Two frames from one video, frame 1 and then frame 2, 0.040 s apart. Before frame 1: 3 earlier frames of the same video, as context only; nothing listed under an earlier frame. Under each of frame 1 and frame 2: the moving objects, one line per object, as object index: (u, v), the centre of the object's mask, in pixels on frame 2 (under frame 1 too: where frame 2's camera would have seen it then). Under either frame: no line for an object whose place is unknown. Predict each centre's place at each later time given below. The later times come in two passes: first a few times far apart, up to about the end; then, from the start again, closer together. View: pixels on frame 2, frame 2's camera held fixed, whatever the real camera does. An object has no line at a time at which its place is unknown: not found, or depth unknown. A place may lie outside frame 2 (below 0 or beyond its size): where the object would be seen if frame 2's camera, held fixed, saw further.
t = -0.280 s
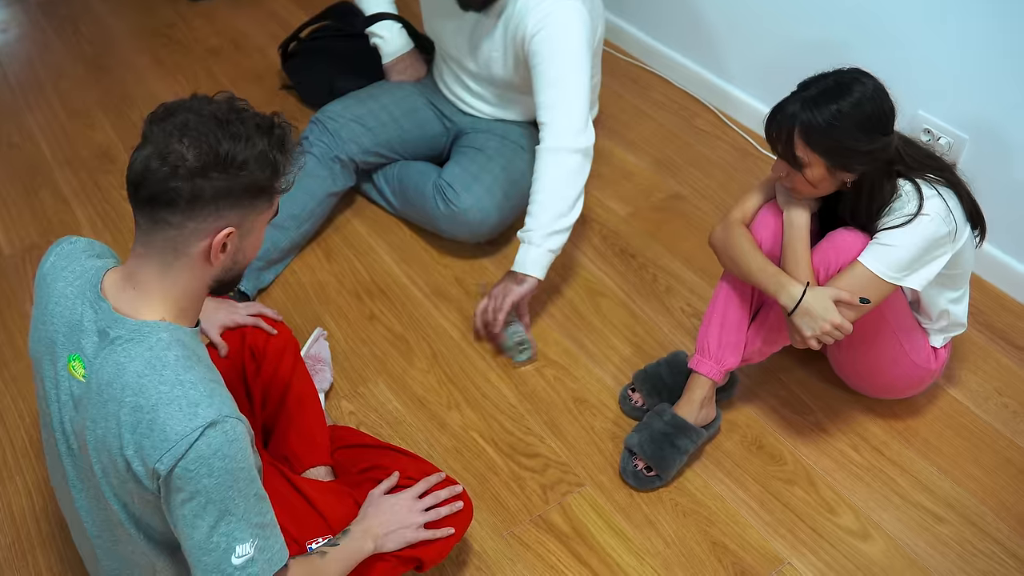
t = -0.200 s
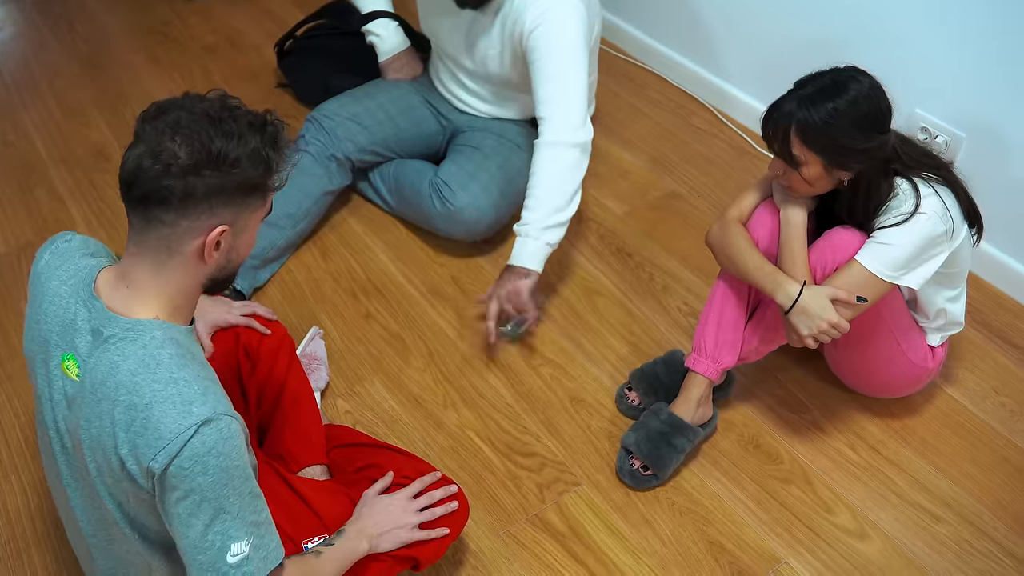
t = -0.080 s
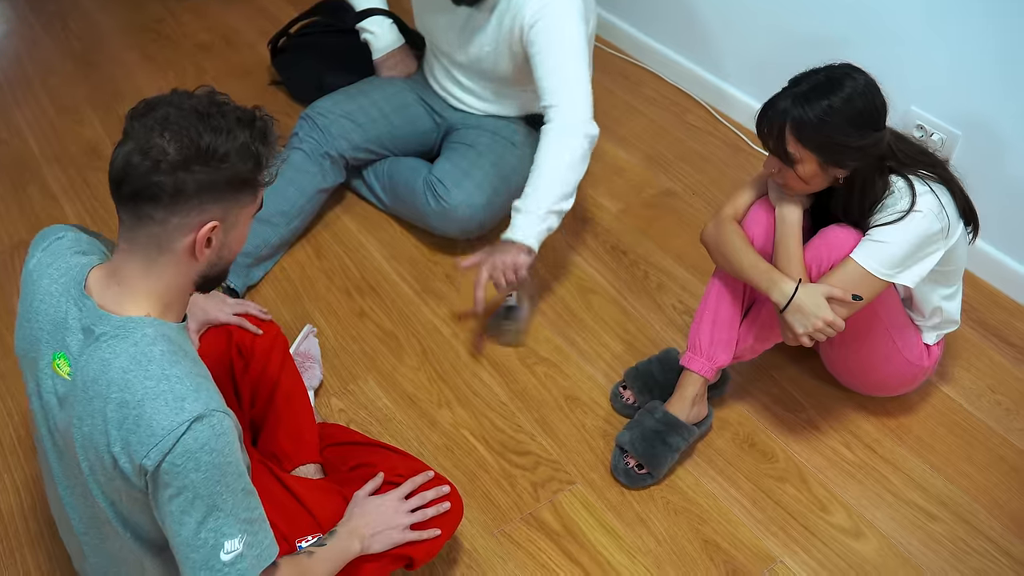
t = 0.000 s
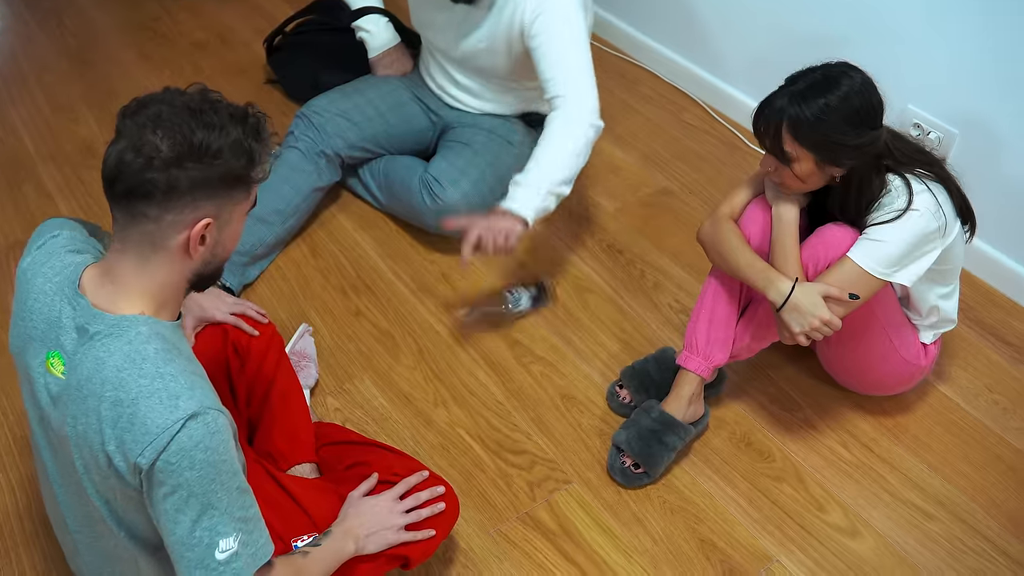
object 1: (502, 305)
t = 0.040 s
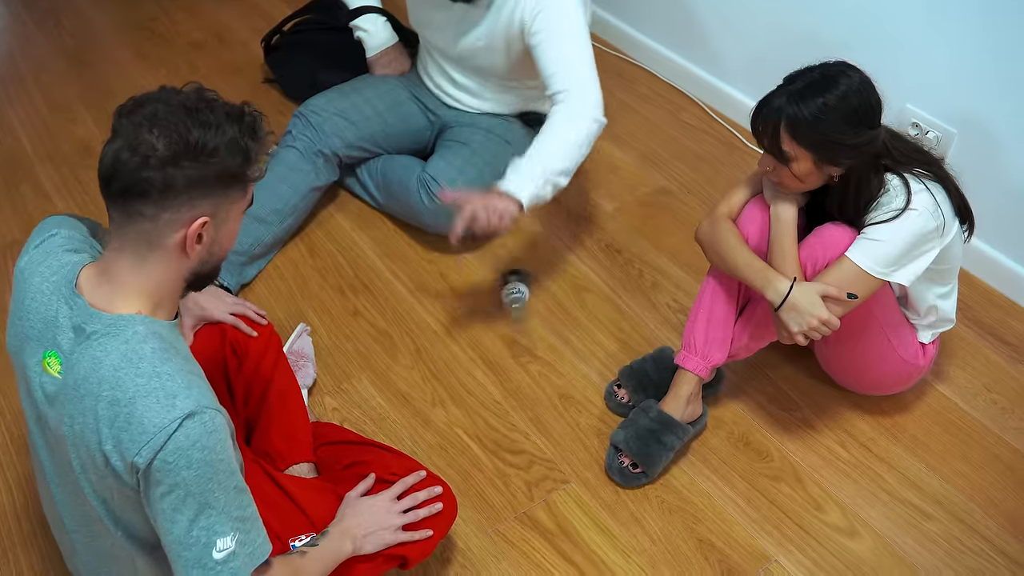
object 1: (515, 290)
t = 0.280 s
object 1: (519, 281)
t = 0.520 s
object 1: (526, 275)
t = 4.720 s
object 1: (524, 286)
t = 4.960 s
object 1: (519, 286)
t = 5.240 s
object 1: (525, 291)
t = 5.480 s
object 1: (521, 289)
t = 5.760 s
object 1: (518, 289)
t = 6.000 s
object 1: (524, 291)
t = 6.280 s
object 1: (521, 288)
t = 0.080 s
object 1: (521, 297)
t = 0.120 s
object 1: (515, 298)
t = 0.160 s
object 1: (524, 301)
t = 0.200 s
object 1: (519, 291)
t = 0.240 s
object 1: (527, 285)
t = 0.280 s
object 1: (519, 281)
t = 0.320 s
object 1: (526, 288)
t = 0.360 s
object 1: (517, 295)
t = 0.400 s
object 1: (530, 294)
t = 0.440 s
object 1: (524, 284)
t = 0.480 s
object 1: (535, 278)
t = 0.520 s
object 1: (526, 275)
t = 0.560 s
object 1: (530, 282)
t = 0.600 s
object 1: (520, 284)
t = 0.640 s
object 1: (526, 290)
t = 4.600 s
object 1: (526, 291)
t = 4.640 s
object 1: (525, 288)
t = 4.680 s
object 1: (524, 286)
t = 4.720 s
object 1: (524, 286)
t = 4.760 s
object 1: (522, 286)
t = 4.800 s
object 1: (520, 289)
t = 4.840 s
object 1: (522, 289)
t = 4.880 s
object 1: (520, 286)
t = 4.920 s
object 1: (520, 286)
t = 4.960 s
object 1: (519, 286)
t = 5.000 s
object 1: (516, 286)
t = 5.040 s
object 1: (516, 289)
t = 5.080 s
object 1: (518, 290)
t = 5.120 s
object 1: (520, 290)
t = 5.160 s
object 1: (522, 289)
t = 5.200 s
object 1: (522, 289)
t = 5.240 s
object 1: (525, 291)
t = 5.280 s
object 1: (525, 289)
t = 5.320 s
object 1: (525, 288)
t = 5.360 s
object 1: (526, 287)
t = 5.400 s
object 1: (525, 286)
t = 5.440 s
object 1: (521, 287)
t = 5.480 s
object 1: (521, 289)
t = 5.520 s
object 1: (521, 290)
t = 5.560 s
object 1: (522, 289)
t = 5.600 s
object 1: (521, 287)
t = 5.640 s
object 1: (521, 287)
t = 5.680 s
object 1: (518, 287)
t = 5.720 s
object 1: (516, 288)
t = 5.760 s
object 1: (518, 289)
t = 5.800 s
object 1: (518, 290)
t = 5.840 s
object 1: (519, 291)
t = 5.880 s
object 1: (521, 291)
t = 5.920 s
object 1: (522, 288)
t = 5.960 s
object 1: (522, 290)
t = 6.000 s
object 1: (524, 291)
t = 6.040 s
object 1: (524, 290)
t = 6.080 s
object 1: (524, 289)
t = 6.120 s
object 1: (524, 288)
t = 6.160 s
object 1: (523, 288)
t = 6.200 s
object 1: (523, 287)
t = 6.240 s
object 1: (522, 287)
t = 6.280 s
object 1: (521, 288)
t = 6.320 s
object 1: (520, 290)
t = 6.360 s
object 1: (521, 288)
